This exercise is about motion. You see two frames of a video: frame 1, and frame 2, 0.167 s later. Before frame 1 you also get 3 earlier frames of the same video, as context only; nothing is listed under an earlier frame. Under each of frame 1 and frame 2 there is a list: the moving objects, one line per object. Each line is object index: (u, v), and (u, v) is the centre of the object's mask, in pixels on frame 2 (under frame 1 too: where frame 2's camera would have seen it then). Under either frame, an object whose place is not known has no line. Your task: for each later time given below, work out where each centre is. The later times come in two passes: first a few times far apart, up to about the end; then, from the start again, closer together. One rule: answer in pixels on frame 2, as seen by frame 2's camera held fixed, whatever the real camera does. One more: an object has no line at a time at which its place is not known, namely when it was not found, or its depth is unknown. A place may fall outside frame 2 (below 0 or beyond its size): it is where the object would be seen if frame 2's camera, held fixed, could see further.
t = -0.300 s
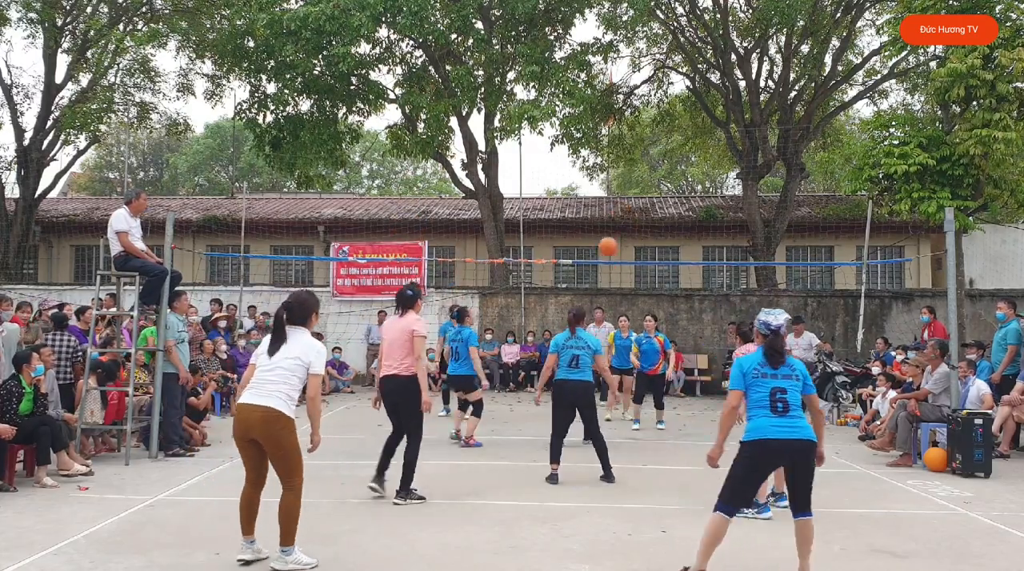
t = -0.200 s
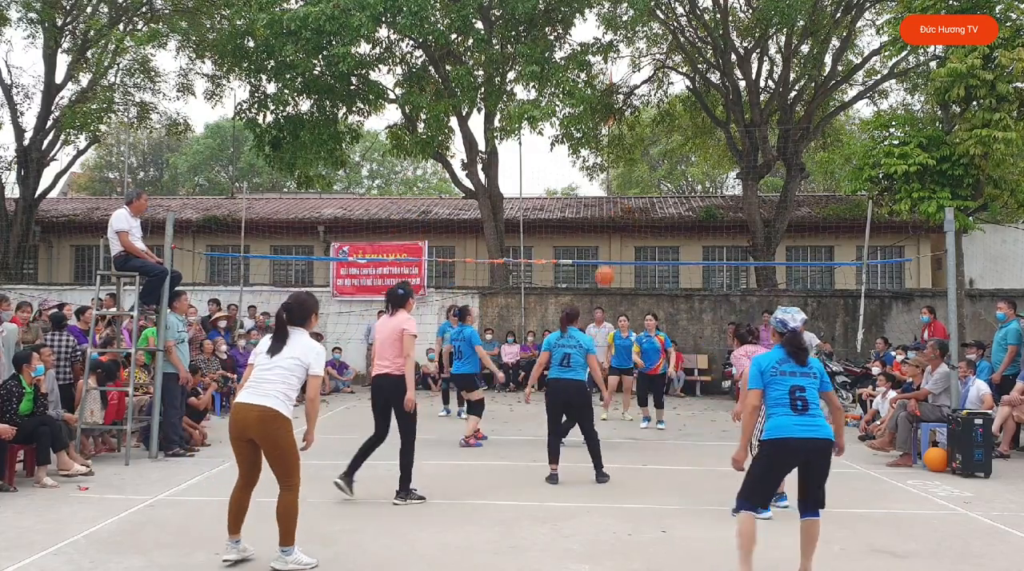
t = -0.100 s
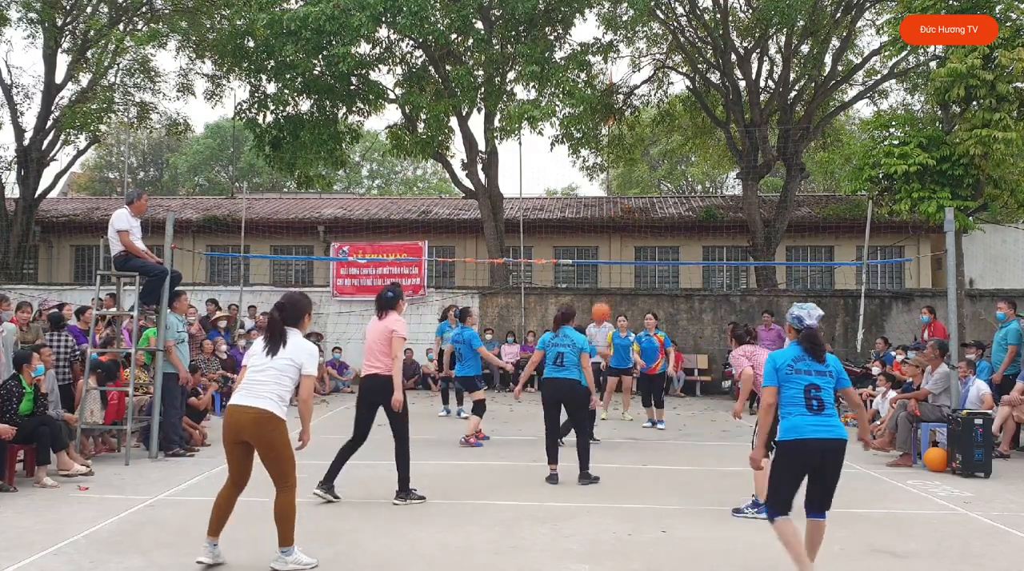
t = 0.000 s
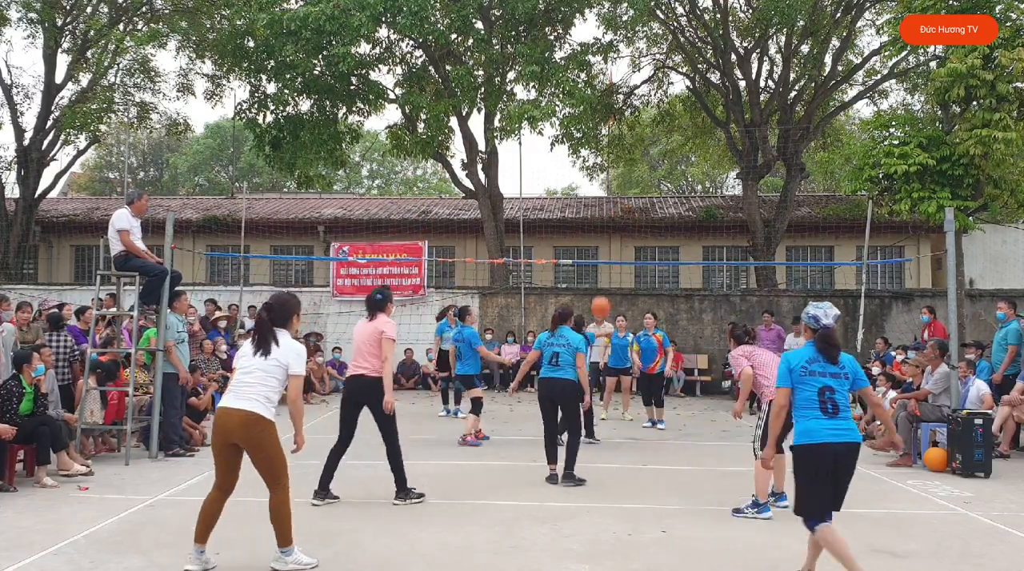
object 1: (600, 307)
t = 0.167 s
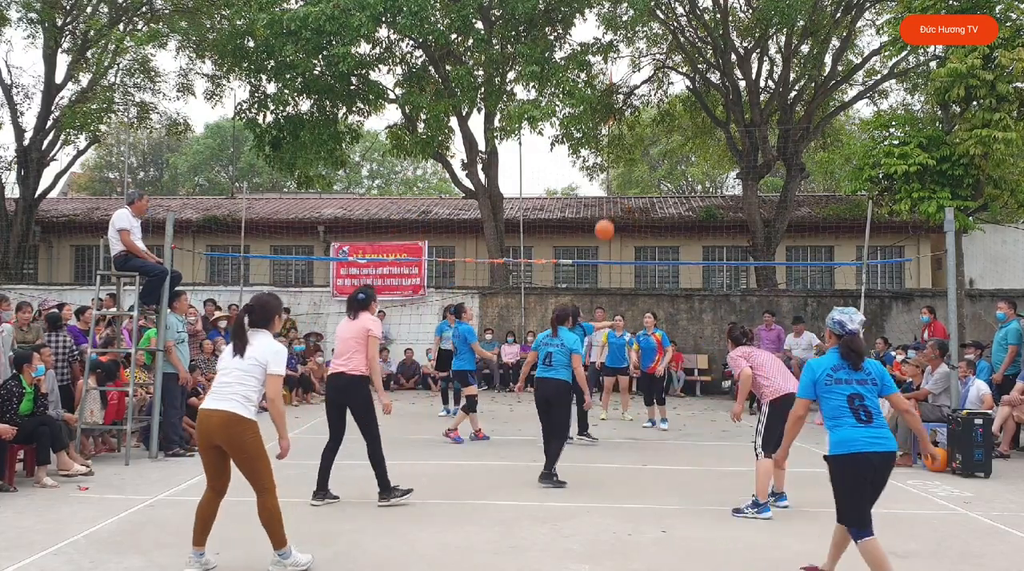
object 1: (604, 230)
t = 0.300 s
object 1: (608, 185)
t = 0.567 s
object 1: (612, 139)
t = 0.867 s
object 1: (617, 155)
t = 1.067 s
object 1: (619, 204)
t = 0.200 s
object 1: (605, 217)
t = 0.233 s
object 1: (606, 206)
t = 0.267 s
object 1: (607, 195)
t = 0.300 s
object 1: (608, 185)
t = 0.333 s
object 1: (608, 176)
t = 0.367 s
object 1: (609, 168)
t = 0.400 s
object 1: (610, 161)
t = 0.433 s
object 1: (610, 155)
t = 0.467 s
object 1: (610, 150)
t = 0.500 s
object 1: (611, 145)
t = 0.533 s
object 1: (612, 142)
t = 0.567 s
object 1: (612, 139)
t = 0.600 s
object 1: (613, 138)
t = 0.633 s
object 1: (613, 137)
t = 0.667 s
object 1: (614, 137)
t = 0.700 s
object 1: (614, 138)
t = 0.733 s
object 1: (615, 140)
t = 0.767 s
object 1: (616, 142)
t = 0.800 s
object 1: (616, 145)
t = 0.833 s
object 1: (617, 150)
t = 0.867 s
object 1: (617, 155)
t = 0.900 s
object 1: (617, 161)
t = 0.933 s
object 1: (618, 168)
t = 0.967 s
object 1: (617, 176)
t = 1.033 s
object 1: (618, 194)
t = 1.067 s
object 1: (619, 204)
